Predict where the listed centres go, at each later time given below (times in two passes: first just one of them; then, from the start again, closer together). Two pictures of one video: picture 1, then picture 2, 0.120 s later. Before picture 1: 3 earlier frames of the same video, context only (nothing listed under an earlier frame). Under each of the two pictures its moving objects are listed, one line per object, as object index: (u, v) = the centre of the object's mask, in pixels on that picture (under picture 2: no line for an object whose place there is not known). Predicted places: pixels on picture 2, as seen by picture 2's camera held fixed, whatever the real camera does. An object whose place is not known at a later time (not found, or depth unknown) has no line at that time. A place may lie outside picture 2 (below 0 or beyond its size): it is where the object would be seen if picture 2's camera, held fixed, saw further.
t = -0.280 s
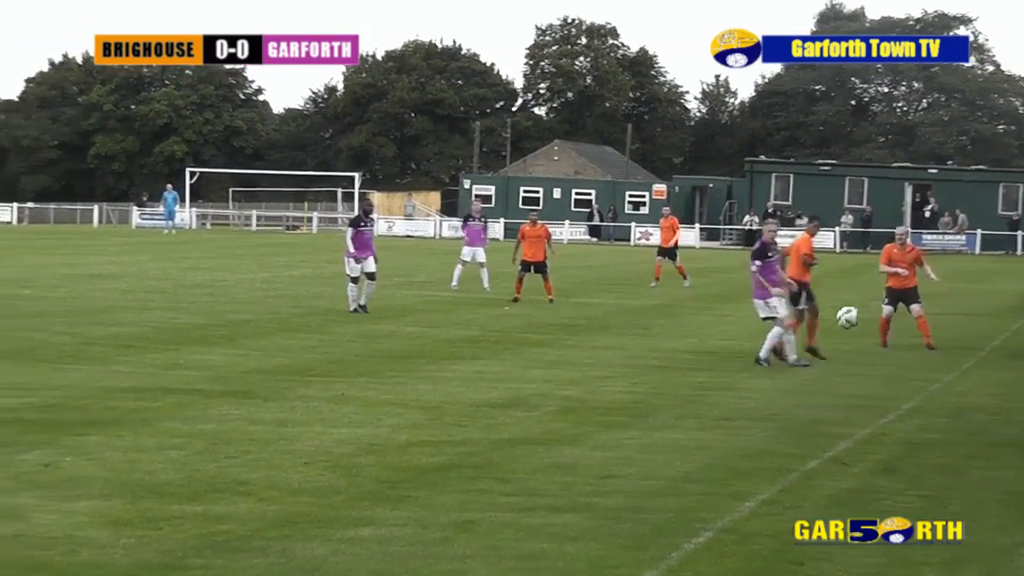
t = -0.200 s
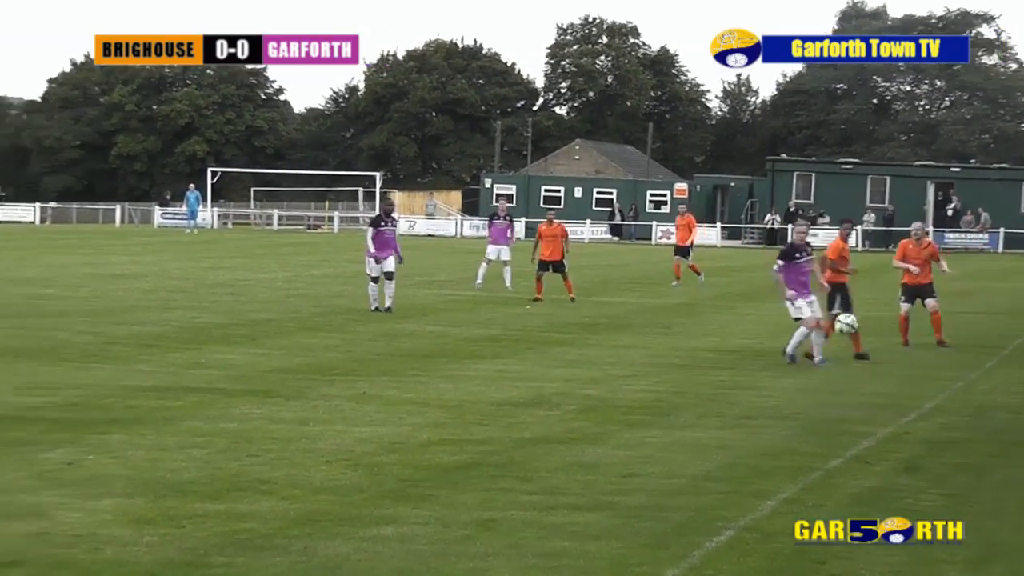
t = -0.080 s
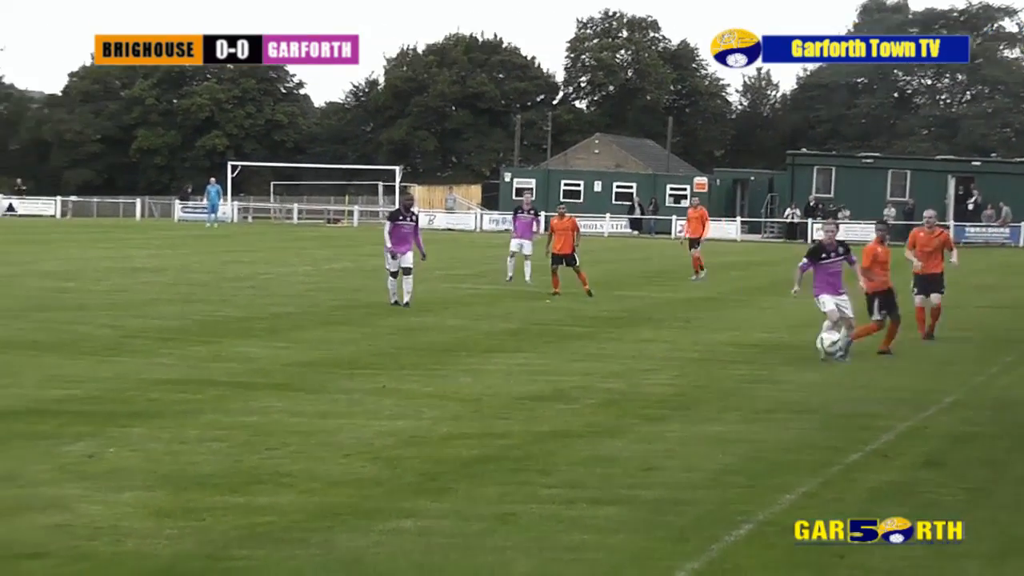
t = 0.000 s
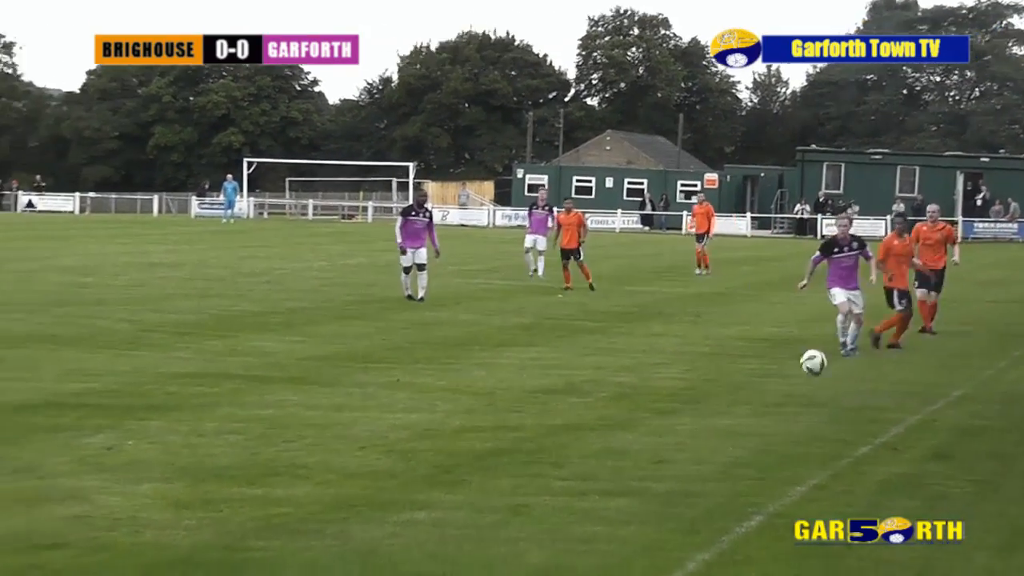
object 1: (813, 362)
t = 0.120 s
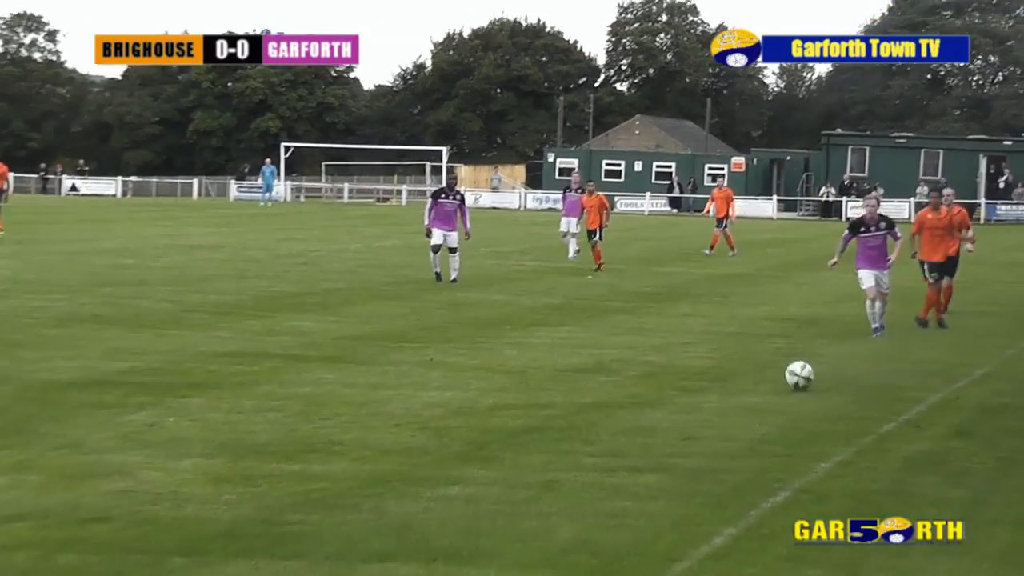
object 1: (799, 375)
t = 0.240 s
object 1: (761, 369)
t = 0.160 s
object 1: (788, 371)
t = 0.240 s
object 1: (761, 369)
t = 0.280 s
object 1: (748, 372)
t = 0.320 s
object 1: (732, 377)
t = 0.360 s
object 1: (717, 385)
